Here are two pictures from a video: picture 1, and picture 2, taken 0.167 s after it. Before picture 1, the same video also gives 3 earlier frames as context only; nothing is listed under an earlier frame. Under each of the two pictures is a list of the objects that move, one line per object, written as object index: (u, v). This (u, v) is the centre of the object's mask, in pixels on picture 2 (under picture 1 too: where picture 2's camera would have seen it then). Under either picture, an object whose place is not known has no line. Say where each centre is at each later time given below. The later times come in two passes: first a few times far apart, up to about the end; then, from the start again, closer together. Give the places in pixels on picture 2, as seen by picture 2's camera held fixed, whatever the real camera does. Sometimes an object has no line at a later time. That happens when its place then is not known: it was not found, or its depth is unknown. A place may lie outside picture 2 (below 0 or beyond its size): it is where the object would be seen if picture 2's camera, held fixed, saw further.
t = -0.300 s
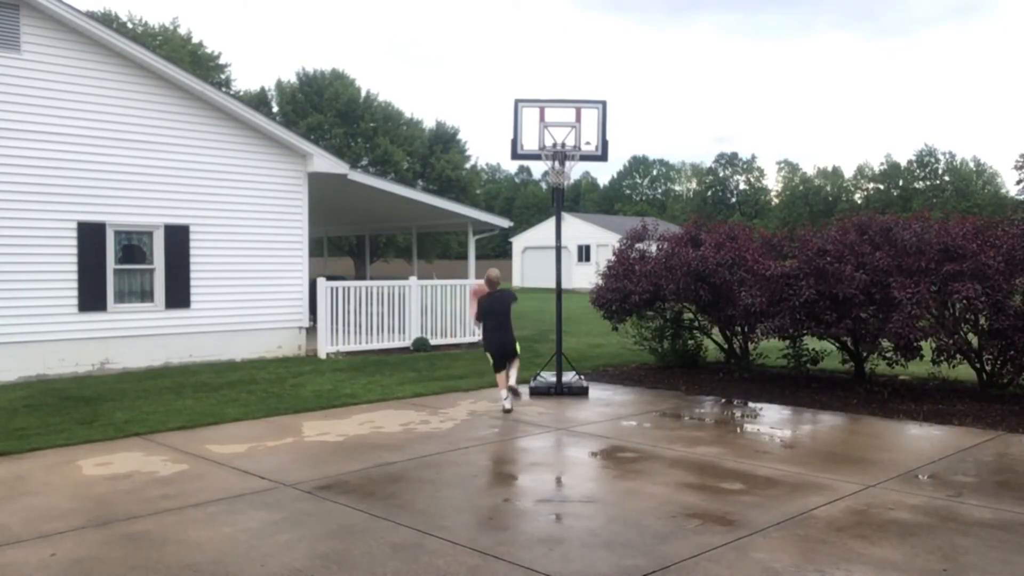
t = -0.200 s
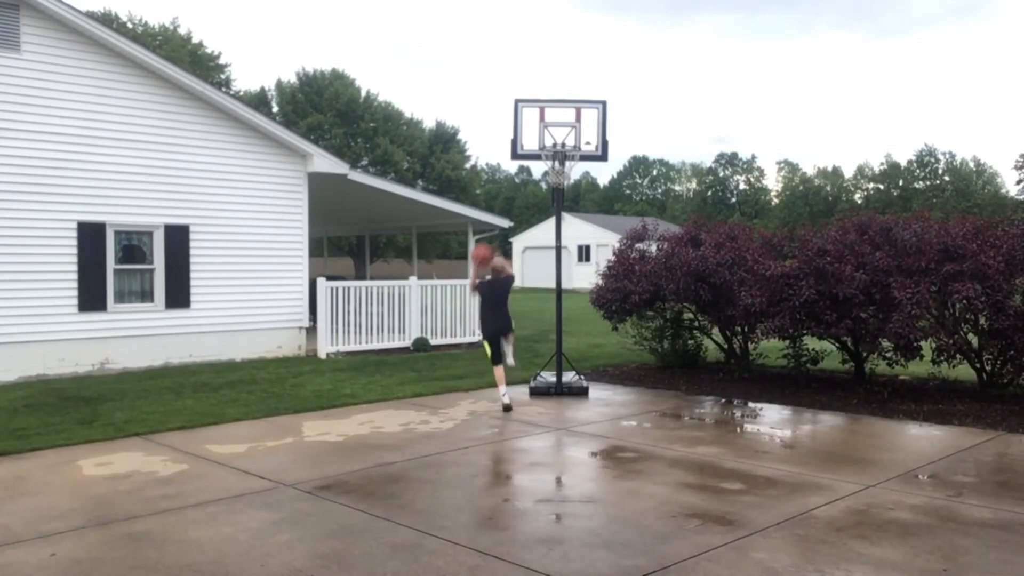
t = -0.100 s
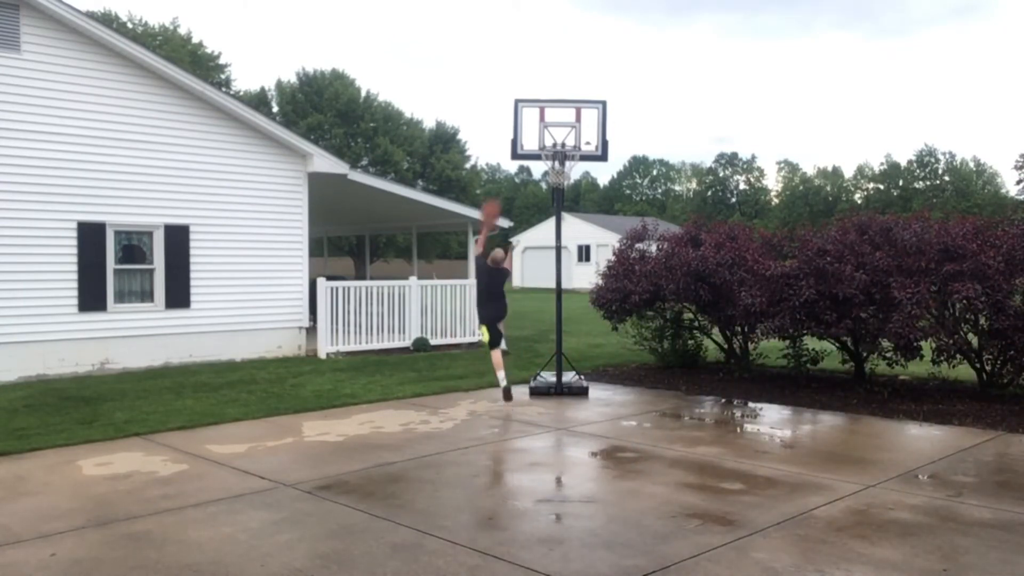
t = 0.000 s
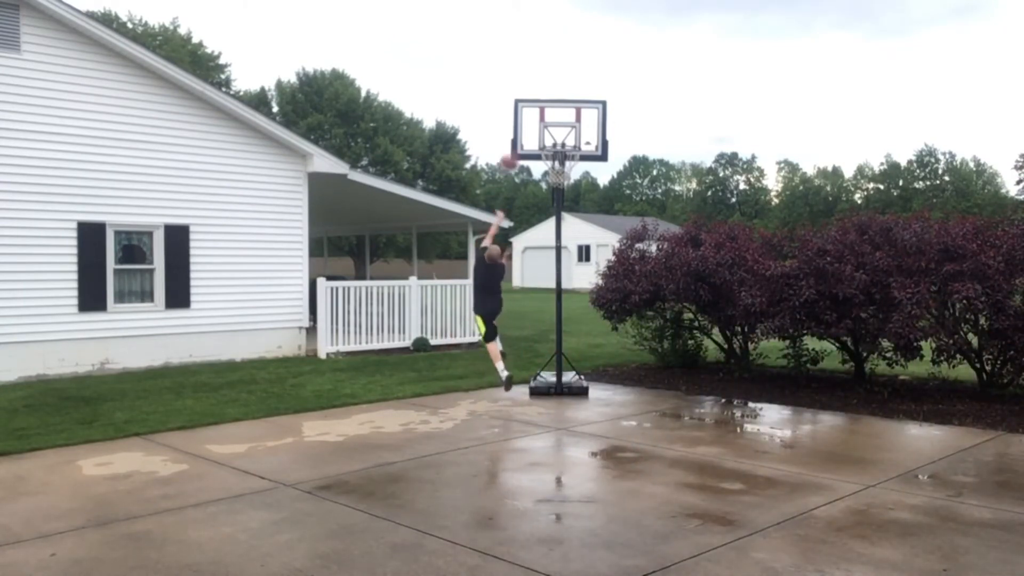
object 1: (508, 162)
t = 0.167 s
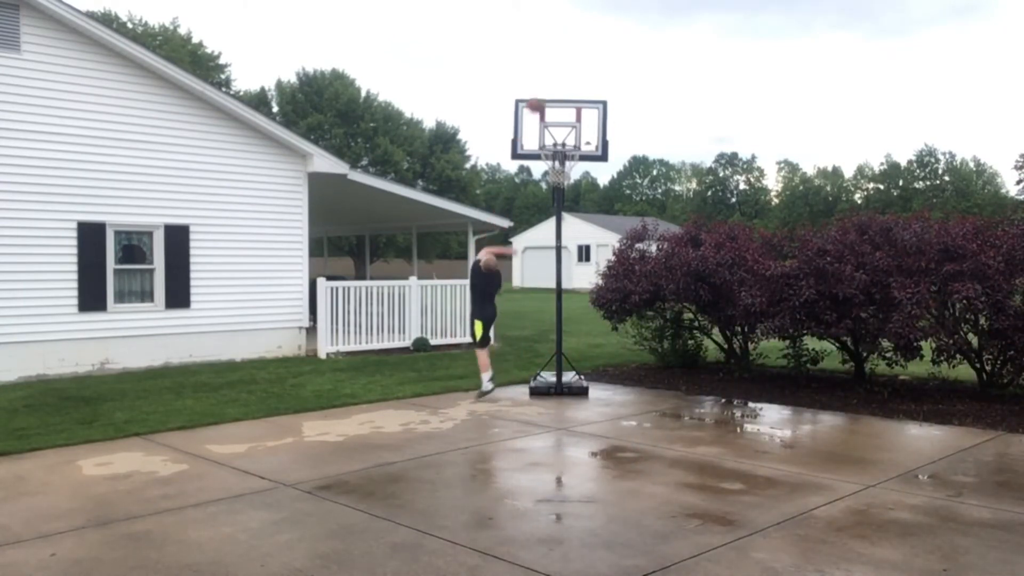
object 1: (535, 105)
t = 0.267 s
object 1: (549, 81)
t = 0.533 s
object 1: (588, 58)
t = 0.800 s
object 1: (629, 95)
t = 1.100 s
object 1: (678, 215)
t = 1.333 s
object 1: (714, 375)
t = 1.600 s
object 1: (736, 298)
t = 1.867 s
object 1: (755, 220)
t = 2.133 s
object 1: (772, 207)
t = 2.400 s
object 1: (790, 260)
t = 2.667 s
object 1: (807, 385)
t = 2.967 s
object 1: (829, 326)
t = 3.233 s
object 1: (848, 292)
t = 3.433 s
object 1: (862, 311)
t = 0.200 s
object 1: (540, 96)
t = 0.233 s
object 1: (545, 87)
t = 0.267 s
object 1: (549, 81)
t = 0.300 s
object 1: (554, 75)
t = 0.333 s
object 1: (559, 70)
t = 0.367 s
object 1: (564, 66)
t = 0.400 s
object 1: (569, 62)
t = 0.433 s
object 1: (574, 60)
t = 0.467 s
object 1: (578, 58)
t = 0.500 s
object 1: (583, 58)
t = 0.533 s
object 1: (588, 58)
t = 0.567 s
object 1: (593, 59)
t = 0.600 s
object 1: (598, 61)
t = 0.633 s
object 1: (603, 65)
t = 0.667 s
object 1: (608, 69)
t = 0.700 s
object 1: (614, 73)
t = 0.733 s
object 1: (619, 79)
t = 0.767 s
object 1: (624, 87)
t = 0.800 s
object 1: (629, 95)
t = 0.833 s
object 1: (634, 105)
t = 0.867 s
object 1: (640, 115)
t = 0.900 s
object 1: (645, 126)
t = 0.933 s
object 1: (650, 138)
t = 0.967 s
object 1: (655, 152)
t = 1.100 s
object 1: (678, 215)
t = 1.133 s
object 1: (683, 235)
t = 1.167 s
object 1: (687, 255)
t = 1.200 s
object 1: (692, 276)
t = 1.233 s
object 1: (698, 298)
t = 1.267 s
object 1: (704, 321)
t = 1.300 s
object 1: (708, 349)
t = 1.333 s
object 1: (714, 375)
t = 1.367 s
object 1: (719, 401)
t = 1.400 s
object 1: (723, 396)
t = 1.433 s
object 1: (725, 378)
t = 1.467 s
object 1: (727, 361)
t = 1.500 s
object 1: (730, 344)
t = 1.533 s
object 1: (732, 327)
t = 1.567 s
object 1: (734, 312)
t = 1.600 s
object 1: (736, 298)
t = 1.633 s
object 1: (738, 285)
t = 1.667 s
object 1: (740, 273)
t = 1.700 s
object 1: (743, 261)
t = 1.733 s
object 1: (745, 251)
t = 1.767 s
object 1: (748, 242)
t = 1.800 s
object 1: (750, 233)
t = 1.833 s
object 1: (752, 225)
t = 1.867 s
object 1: (755, 220)
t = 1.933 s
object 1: (759, 211)
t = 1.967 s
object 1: (761, 208)
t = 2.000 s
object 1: (764, 206)
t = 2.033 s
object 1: (766, 205)
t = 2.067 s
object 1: (768, 205)
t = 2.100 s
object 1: (770, 205)
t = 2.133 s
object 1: (772, 207)
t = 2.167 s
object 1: (775, 209)
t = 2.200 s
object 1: (777, 214)
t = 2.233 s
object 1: (780, 218)
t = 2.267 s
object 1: (782, 224)
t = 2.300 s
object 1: (784, 231)
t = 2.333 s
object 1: (786, 240)
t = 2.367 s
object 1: (789, 250)
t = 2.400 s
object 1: (790, 260)
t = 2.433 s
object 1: (792, 271)
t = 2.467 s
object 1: (794, 284)
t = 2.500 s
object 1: (796, 298)
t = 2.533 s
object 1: (798, 314)
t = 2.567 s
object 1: (800, 329)
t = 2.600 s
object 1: (803, 347)
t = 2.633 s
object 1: (806, 367)
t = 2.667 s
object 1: (807, 385)
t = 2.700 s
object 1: (808, 404)
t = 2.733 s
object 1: (812, 410)
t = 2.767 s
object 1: (815, 396)
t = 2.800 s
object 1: (817, 383)
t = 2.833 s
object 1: (819, 370)
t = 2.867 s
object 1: (821, 357)
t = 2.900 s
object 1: (824, 346)
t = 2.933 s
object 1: (827, 335)
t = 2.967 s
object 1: (829, 326)
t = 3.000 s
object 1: (832, 318)
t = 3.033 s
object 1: (834, 312)
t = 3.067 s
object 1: (837, 307)
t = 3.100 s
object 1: (839, 301)
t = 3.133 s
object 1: (842, 297)
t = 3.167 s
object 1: (844, 295)
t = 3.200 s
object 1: (846, 293)
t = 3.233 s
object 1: (848, 292)
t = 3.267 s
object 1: (851, 293)
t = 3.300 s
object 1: (853, 294)
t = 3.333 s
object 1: (856, 297)
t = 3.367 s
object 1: (857, 300)
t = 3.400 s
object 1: (860, 305)
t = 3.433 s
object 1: (862, 311)
